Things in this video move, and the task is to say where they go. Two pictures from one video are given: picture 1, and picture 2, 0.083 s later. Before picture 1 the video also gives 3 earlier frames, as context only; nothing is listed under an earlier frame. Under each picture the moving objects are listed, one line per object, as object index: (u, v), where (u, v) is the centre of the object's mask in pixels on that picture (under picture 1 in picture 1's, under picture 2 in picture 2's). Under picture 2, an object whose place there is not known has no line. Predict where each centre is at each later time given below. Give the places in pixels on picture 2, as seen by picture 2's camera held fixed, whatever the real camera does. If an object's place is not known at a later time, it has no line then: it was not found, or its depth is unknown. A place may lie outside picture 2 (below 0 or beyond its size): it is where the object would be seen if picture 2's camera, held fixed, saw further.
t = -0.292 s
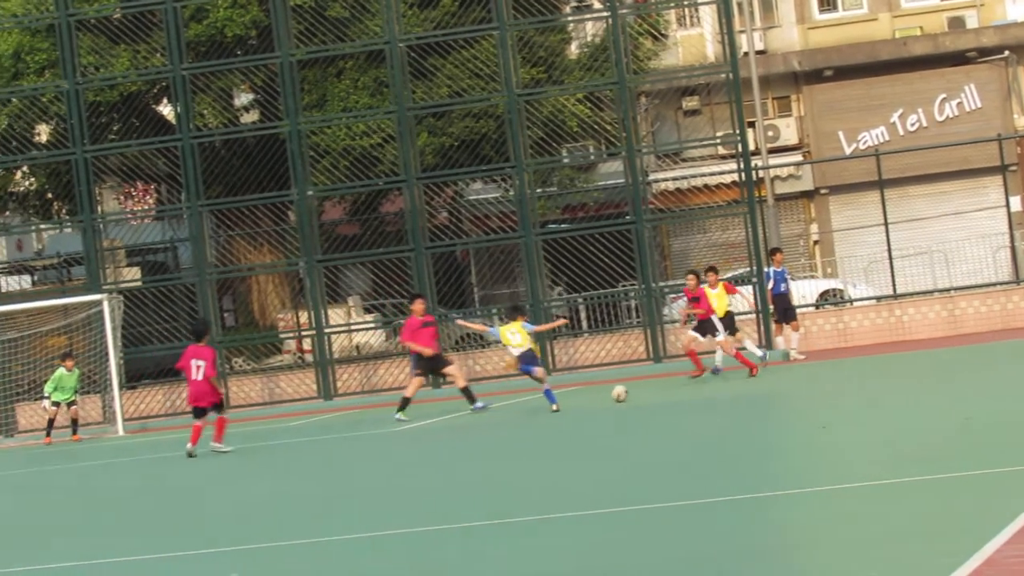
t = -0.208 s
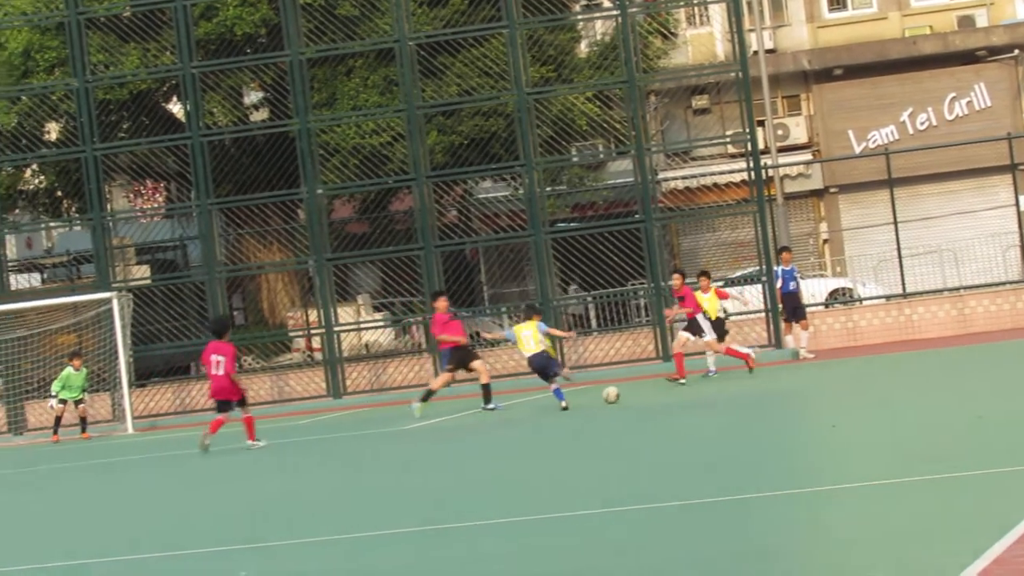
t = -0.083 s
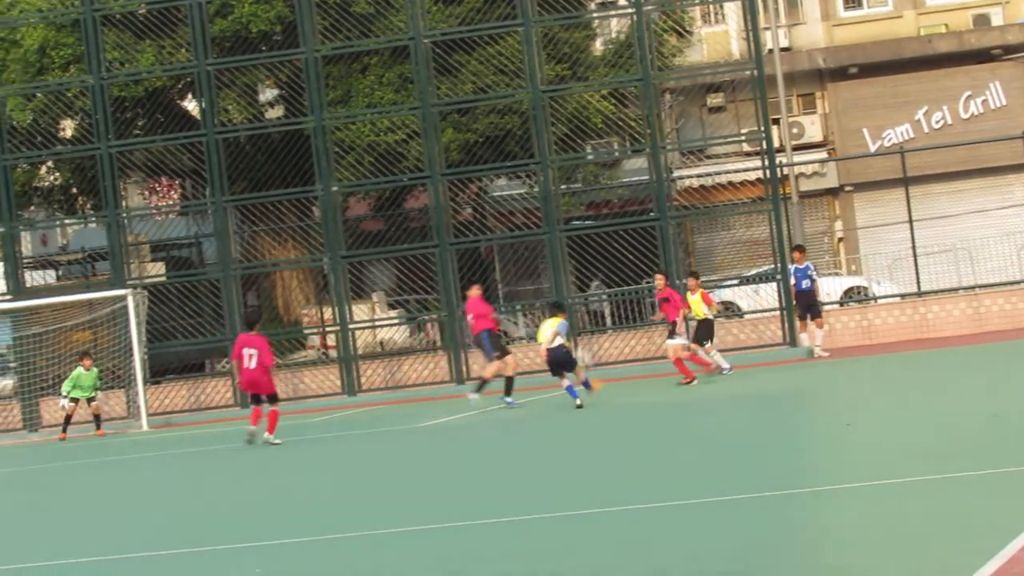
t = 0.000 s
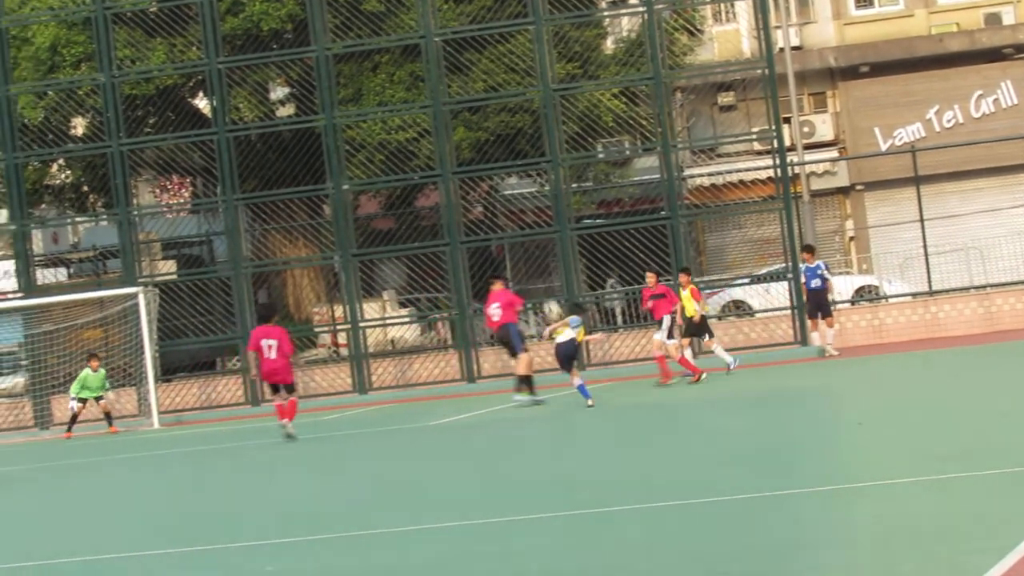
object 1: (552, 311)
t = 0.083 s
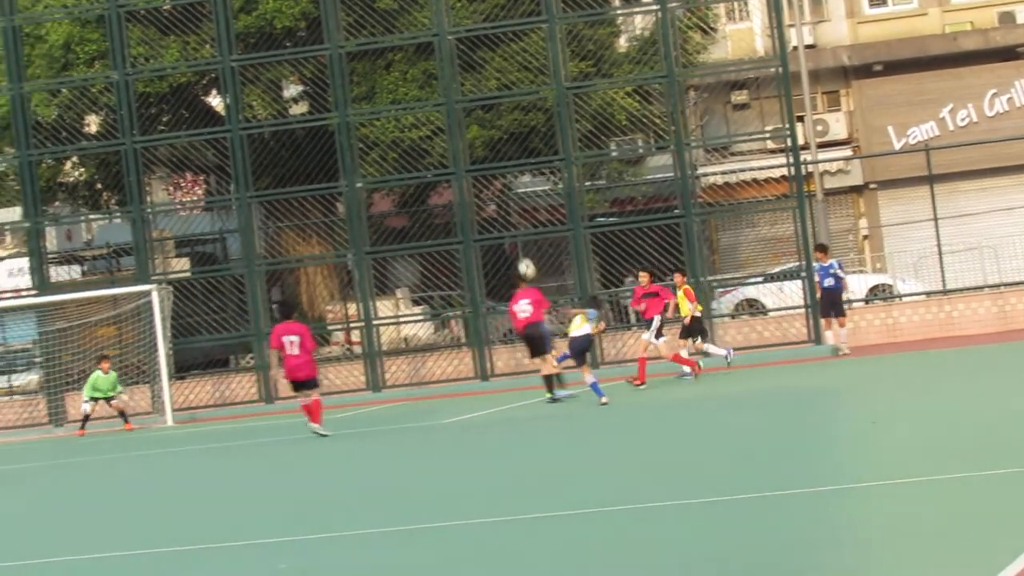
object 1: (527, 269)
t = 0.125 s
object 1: (507, 251)
